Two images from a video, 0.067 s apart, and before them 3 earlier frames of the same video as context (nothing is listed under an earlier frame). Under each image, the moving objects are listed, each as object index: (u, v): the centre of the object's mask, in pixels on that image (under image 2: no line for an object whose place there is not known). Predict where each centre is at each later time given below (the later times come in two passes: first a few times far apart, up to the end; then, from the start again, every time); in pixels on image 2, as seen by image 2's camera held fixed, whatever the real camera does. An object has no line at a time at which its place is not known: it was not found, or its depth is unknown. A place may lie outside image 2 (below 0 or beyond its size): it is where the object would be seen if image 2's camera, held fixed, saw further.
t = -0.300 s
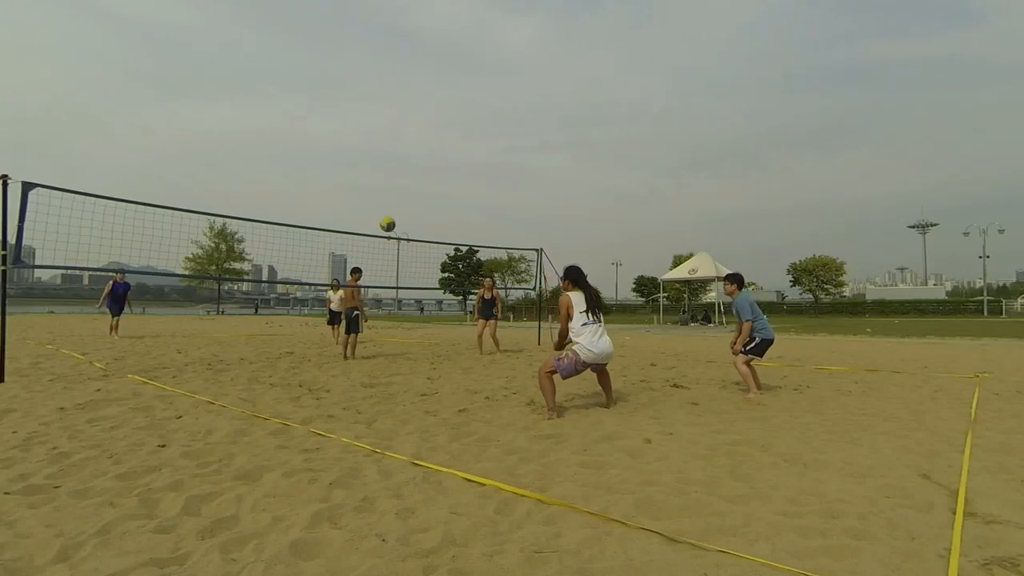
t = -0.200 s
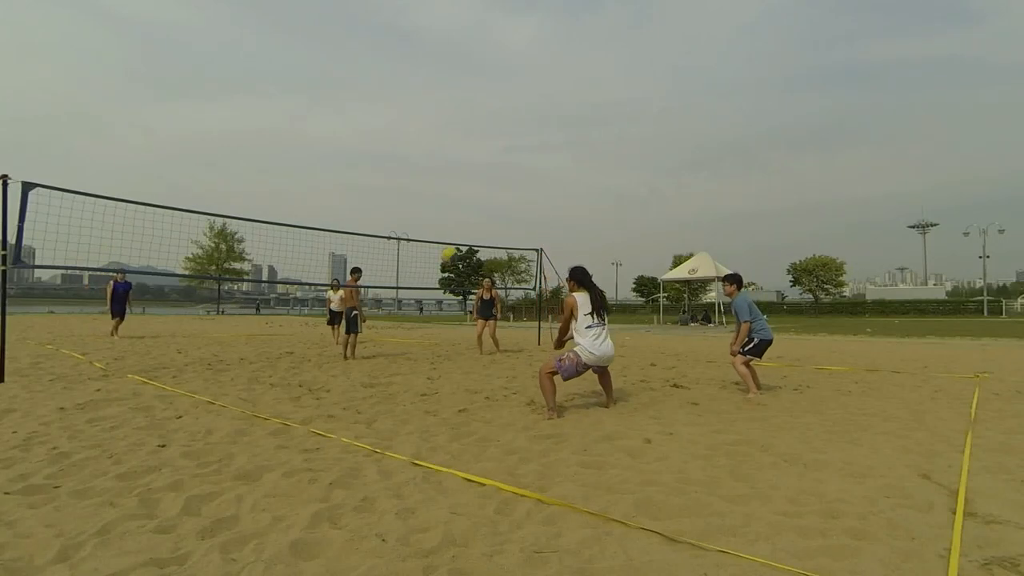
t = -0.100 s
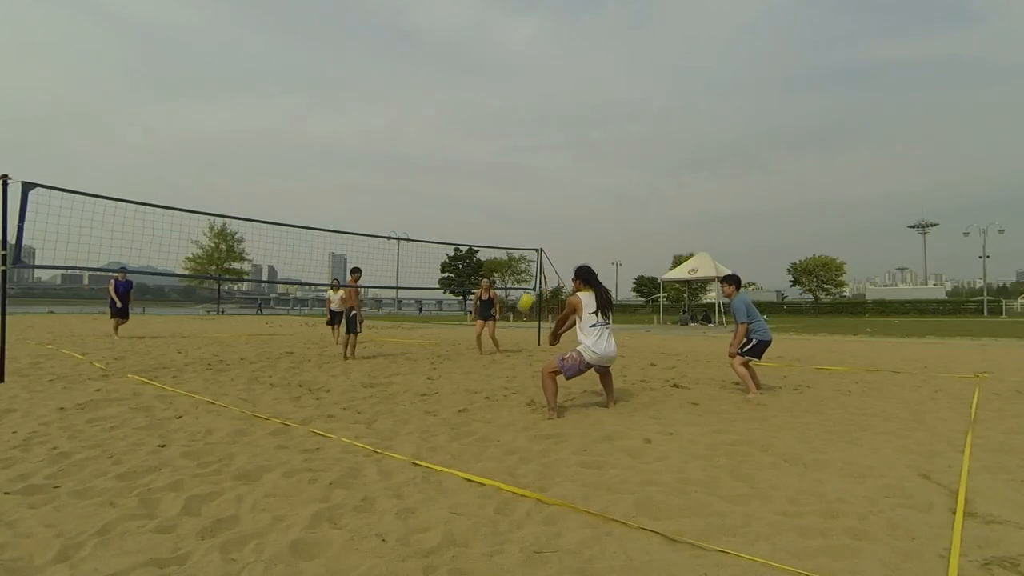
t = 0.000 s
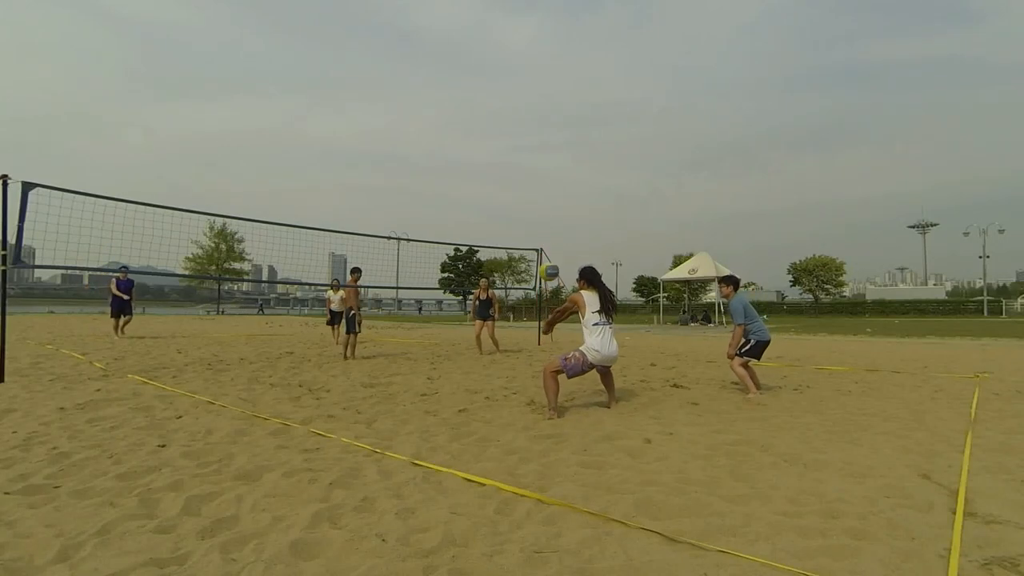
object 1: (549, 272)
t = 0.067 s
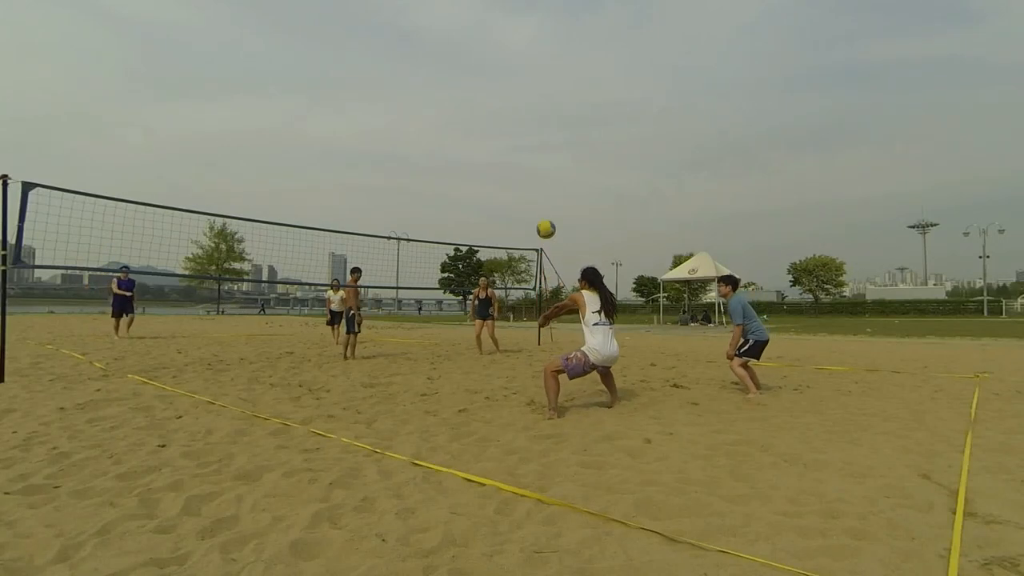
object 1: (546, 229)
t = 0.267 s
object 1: (539, 133)
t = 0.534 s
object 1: (535, 67)
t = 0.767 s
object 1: (534, 56)
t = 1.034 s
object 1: (534, 88)
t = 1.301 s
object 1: (534, 162)
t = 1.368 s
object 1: (533, 187)
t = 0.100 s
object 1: (544, 210)
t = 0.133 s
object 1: (543, 192)
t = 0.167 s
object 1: (542, 176)
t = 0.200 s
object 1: (541, 161)
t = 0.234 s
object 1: (540, 146)
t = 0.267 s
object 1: (539, 133)
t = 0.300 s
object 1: (539, 122)
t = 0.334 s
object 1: (538, 111)
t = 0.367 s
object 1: (537, 101)
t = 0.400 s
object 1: (537, 93)
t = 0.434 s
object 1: (536, 85)
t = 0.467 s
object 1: (536, 78)
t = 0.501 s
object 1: (536, 72)
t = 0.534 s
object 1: (535, 67)
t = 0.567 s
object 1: (535, 63)
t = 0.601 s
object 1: (535, 60)
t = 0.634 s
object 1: (535, 58)
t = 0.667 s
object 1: (534, 56)
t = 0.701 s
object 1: (534, 55)
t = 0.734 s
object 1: (534, 55)
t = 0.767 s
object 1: (534, 56)
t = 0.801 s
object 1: (534, 57)
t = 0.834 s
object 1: (534, 60)
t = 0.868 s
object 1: (534, 62)
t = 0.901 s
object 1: (534, 66)
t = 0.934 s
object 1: (534, 71)
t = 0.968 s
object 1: (534, 76)
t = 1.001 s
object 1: (534, 81)
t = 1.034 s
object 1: (534, 88)
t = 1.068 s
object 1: (534, 95)
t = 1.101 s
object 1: (534, 103)
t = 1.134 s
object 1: (534, 111)
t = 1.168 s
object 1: (534, 120)
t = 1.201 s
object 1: (534, 130)
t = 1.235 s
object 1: (534, 140)
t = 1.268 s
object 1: (534, 151)
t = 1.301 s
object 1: (534, 162)
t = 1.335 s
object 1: (534, 174)
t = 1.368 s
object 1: (533, 187)
